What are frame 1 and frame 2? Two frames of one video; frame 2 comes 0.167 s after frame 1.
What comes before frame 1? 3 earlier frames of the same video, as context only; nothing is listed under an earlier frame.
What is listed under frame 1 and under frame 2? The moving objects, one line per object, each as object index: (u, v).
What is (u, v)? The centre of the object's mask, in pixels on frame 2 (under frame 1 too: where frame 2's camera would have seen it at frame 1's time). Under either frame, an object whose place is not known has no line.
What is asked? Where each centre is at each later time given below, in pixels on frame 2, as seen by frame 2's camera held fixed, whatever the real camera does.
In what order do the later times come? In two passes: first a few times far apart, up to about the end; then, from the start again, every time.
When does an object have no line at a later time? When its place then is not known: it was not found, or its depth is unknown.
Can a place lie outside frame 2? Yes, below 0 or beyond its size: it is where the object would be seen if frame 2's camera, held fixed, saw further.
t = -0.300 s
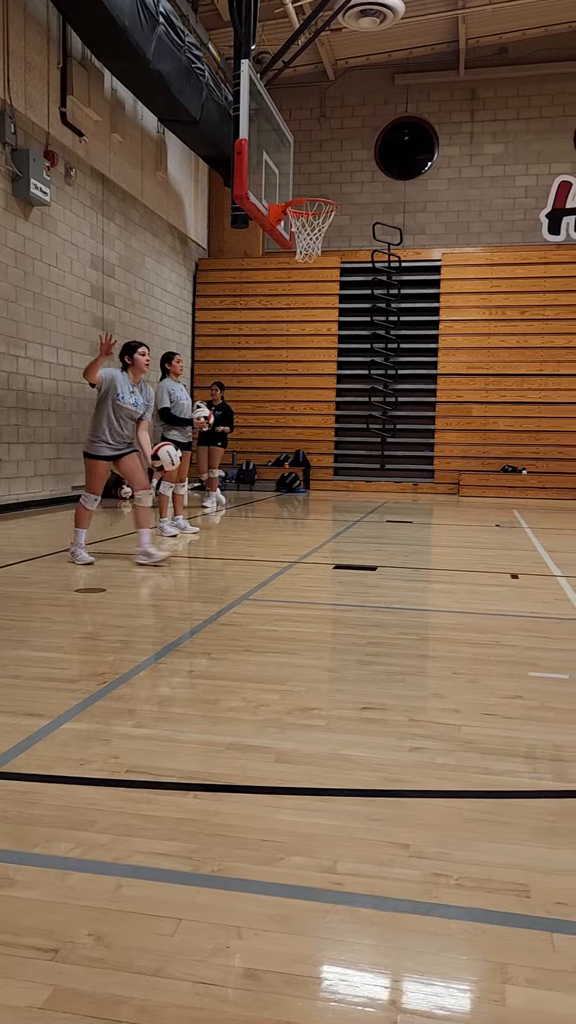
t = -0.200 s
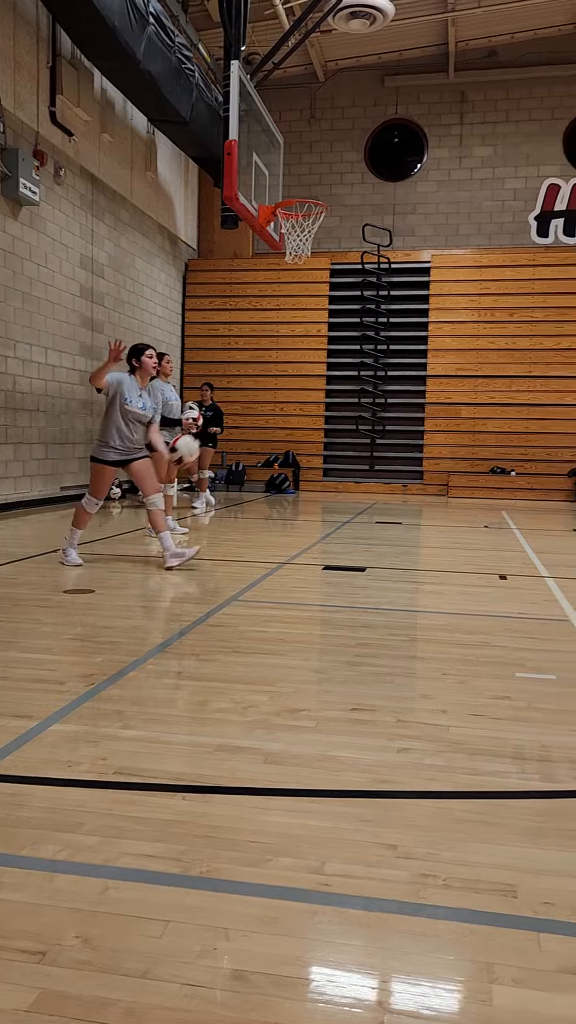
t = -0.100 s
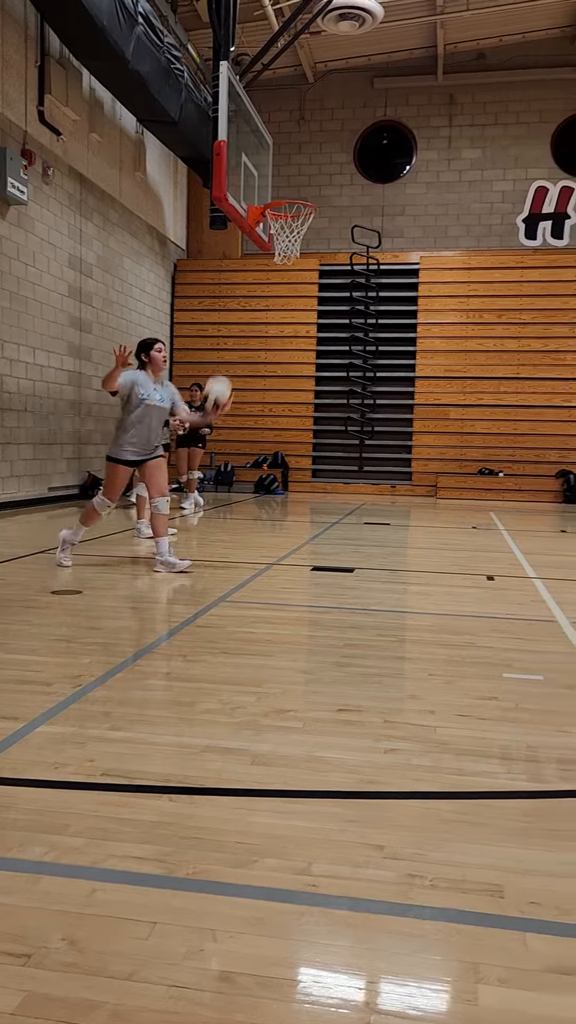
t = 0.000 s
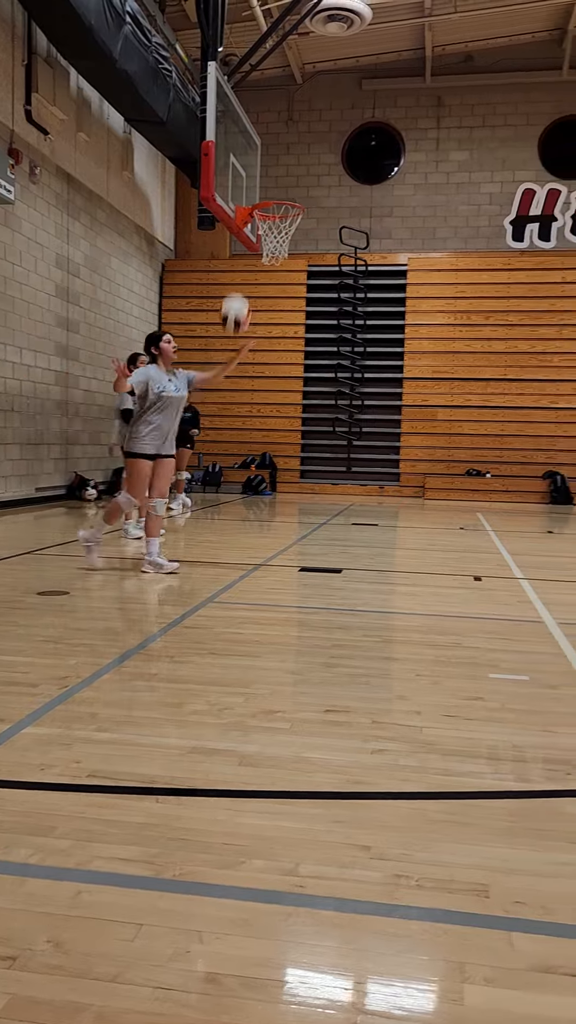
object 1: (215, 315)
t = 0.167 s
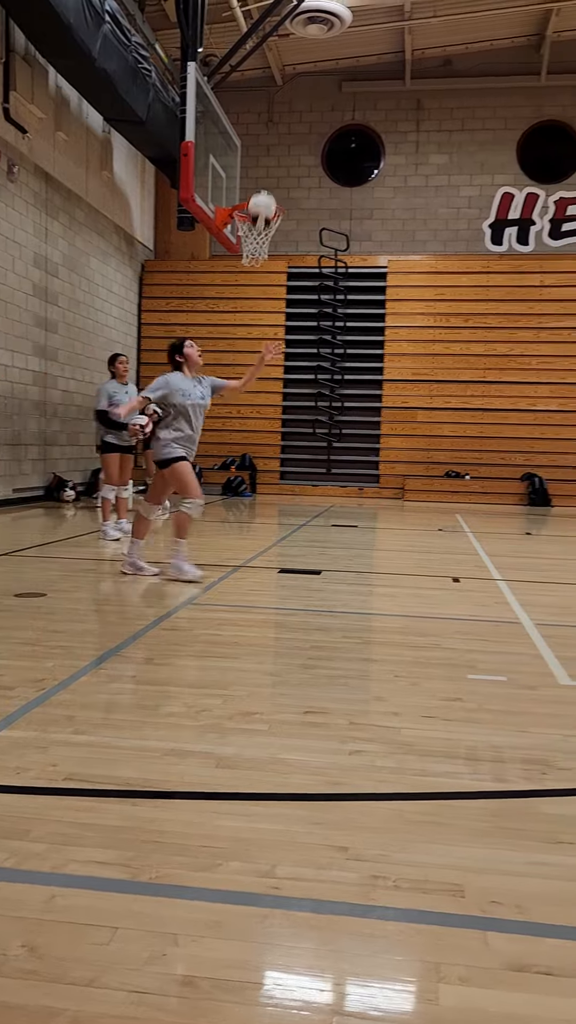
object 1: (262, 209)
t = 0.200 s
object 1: (271, 195)
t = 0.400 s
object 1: (325, 137)
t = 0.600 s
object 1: (378, 143)
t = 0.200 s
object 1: (271, 195)
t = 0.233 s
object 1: (280, 181)
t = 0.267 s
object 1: (290, 169)
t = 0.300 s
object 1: (298, 159)
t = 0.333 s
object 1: (307, 150)
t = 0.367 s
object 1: (316, 143)
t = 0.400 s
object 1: (325, 137)
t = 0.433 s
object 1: (334, 134)
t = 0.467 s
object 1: (343, 132)
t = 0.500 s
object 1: (352, 132)
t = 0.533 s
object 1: (361, 134)
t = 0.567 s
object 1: (369, 138)
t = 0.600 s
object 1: (378, 143)
